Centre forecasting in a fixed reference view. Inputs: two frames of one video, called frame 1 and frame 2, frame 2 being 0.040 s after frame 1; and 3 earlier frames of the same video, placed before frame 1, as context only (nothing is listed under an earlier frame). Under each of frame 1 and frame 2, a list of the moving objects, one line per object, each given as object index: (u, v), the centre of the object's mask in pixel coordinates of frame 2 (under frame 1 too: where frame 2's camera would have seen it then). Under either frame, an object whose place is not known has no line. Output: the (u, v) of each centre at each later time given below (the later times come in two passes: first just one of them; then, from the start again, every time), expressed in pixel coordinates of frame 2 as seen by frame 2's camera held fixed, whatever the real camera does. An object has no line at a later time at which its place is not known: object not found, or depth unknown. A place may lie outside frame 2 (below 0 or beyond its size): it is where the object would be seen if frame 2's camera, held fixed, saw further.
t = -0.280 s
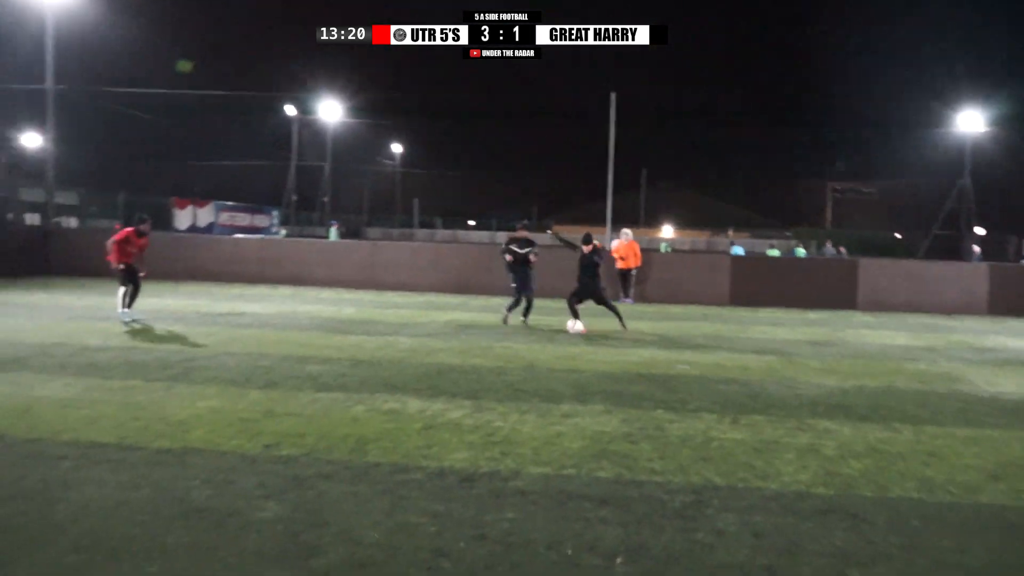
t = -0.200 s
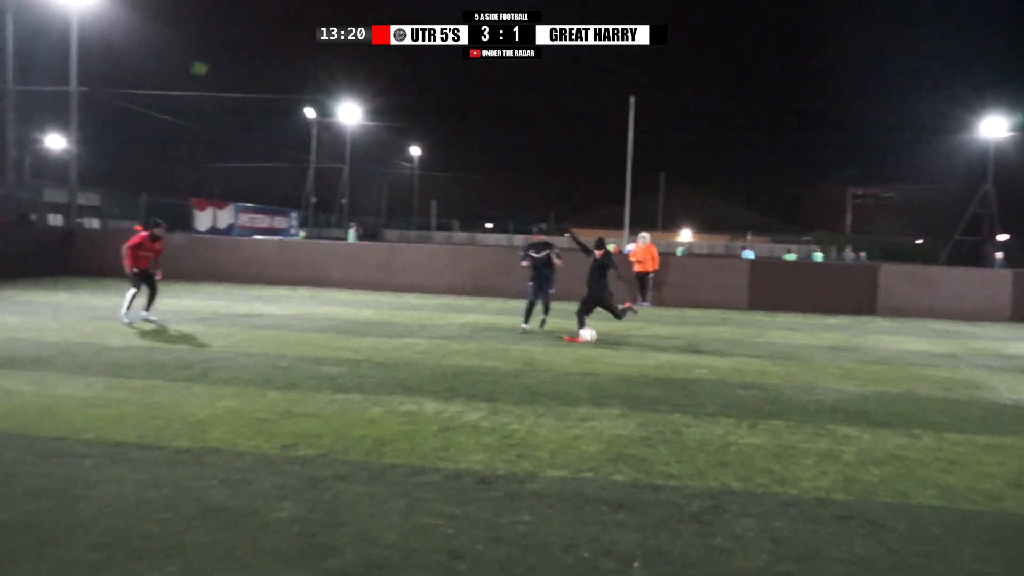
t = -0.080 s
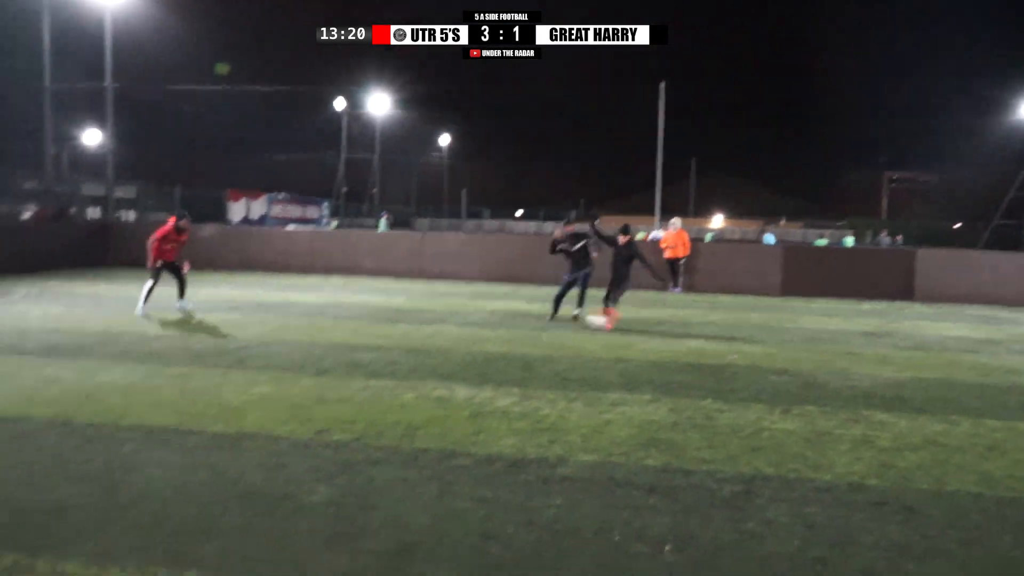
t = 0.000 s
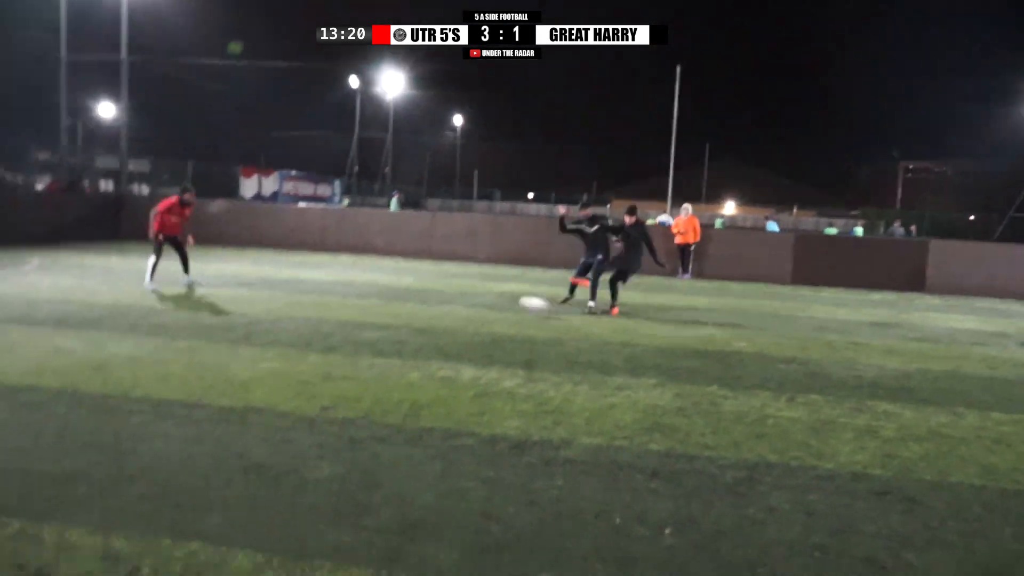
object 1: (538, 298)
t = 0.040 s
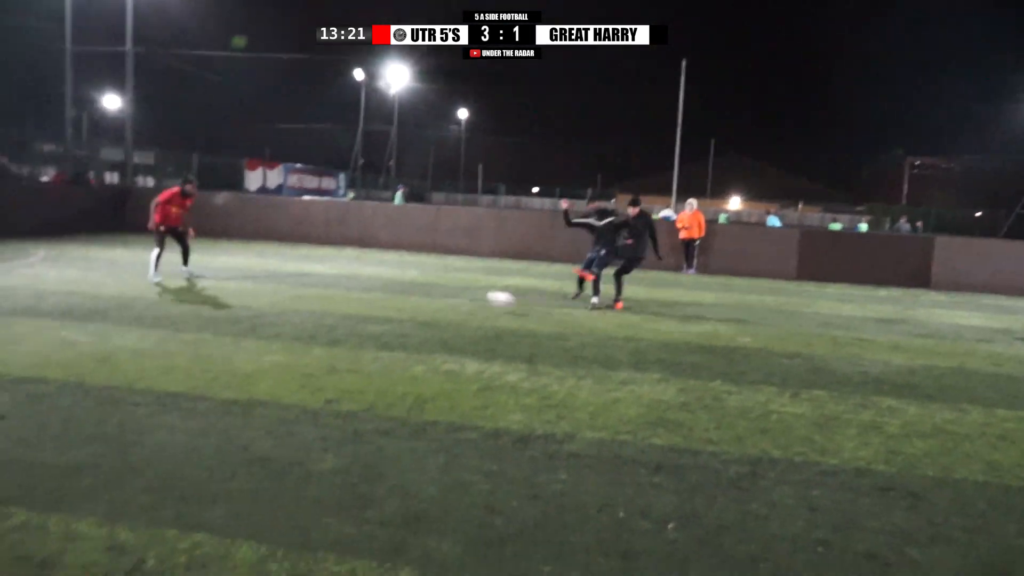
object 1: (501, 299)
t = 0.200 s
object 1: (330, 305)
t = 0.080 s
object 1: (461, 301)
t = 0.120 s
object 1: (419, 305)
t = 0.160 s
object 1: (375, 305)
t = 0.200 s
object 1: (330, 305)
